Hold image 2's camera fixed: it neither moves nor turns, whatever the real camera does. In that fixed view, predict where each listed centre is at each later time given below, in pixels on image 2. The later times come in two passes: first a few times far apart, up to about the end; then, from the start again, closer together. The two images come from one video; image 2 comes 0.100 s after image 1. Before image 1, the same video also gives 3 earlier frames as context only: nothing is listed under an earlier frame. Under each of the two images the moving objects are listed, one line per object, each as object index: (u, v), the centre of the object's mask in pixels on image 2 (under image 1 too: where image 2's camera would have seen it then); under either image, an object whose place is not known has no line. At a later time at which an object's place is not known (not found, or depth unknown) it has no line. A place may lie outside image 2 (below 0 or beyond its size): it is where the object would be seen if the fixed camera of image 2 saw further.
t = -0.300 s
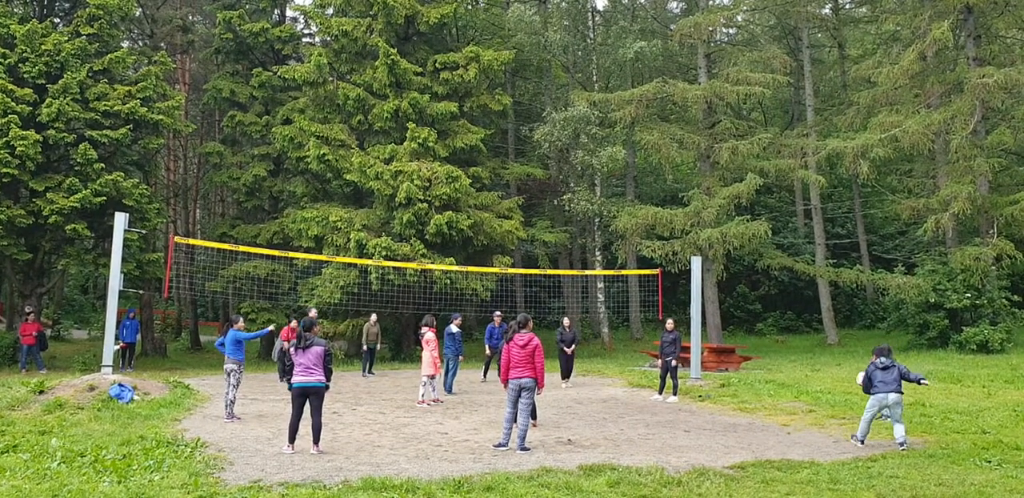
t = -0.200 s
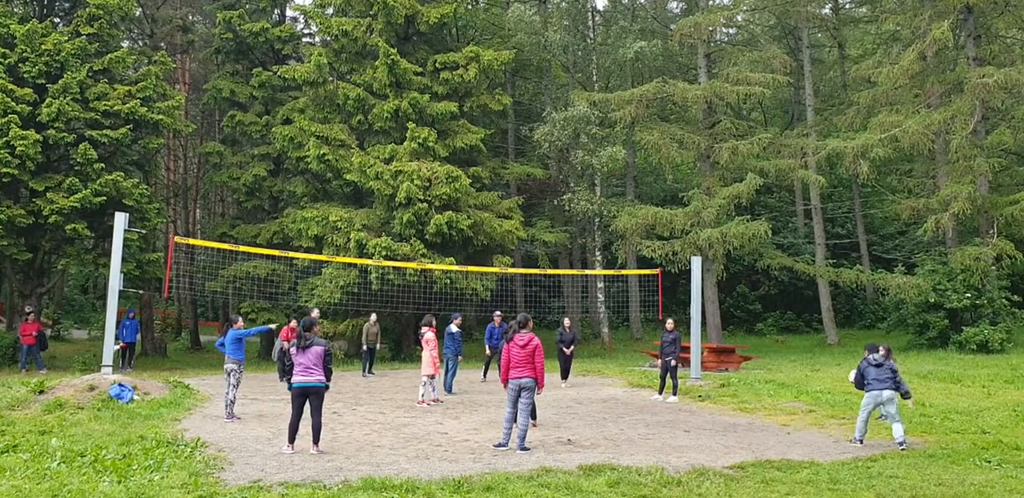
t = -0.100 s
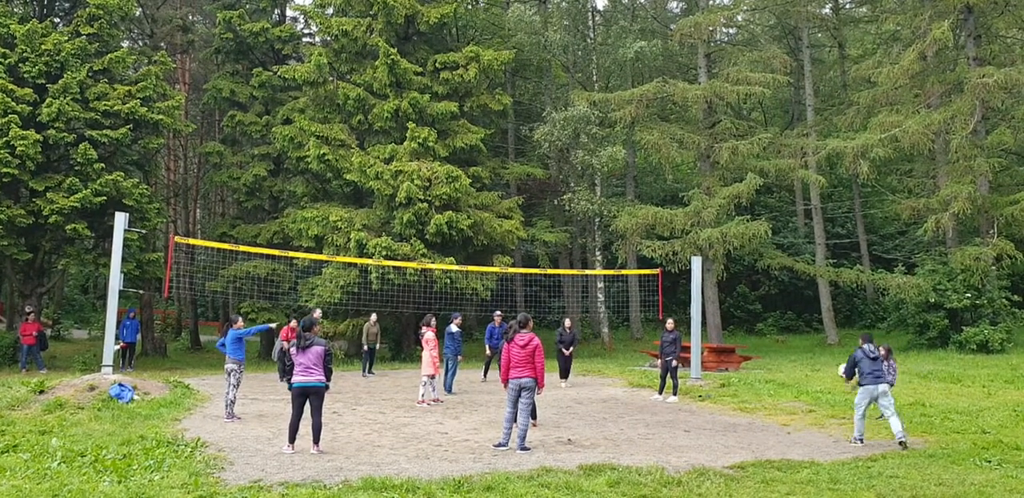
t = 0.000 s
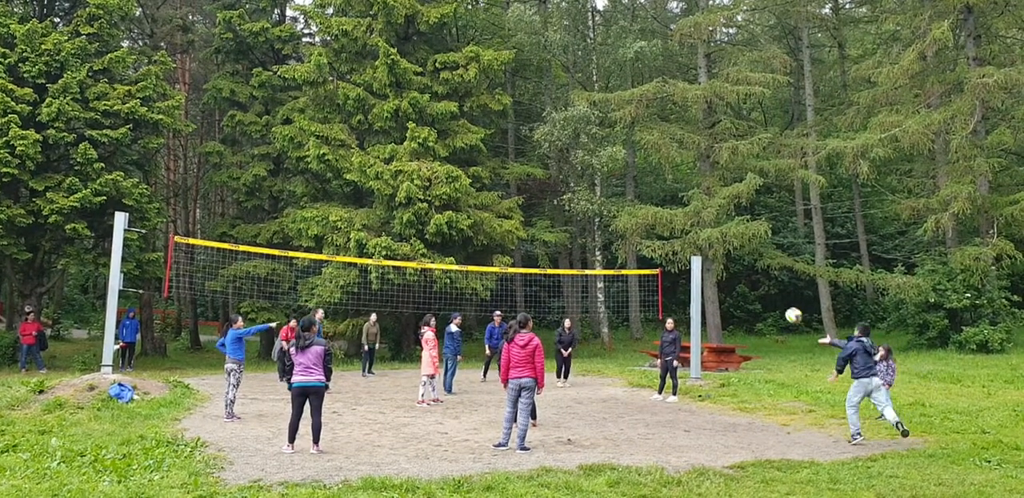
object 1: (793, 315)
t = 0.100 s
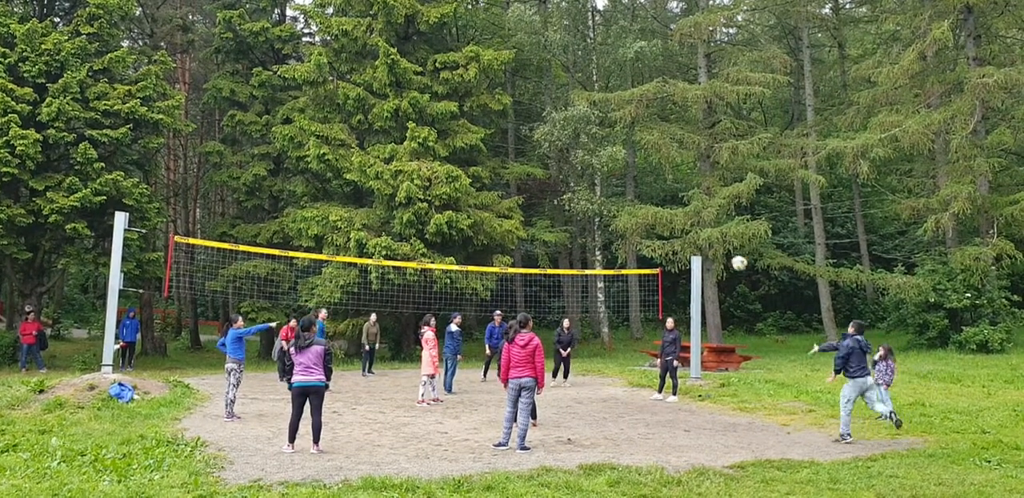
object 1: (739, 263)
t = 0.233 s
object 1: (672, 209)
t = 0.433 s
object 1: (589, 164)
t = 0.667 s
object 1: (506, 146)
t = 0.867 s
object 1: (444, 153)
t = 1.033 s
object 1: (398, 172)
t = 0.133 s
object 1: (722, 248)
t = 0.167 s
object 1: (705, 234)
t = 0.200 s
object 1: (688, 221)
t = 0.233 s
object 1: (672, 209)
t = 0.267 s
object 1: (658, 200)
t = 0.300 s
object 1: (643, 191)
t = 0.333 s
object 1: (629, 183)
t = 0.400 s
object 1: (601, 169)
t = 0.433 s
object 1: (589, 164)
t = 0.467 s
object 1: (576, 159)
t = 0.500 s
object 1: (563, 155)
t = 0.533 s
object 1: (551, 152)
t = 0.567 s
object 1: (539, 150)
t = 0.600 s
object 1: (528, 147)
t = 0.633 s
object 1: (517, 147)
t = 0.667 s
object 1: (506, 146)
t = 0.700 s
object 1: (495, 146)
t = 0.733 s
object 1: (485, 146)
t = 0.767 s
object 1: (474, 147)
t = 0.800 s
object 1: (464, 149)
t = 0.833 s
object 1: (454, 151)
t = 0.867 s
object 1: (444, 153)
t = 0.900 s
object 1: (434, 155)
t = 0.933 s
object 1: (426, 158)
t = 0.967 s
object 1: (416, 162)
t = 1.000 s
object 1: (407, 167)
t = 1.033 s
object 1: (398, 172)
